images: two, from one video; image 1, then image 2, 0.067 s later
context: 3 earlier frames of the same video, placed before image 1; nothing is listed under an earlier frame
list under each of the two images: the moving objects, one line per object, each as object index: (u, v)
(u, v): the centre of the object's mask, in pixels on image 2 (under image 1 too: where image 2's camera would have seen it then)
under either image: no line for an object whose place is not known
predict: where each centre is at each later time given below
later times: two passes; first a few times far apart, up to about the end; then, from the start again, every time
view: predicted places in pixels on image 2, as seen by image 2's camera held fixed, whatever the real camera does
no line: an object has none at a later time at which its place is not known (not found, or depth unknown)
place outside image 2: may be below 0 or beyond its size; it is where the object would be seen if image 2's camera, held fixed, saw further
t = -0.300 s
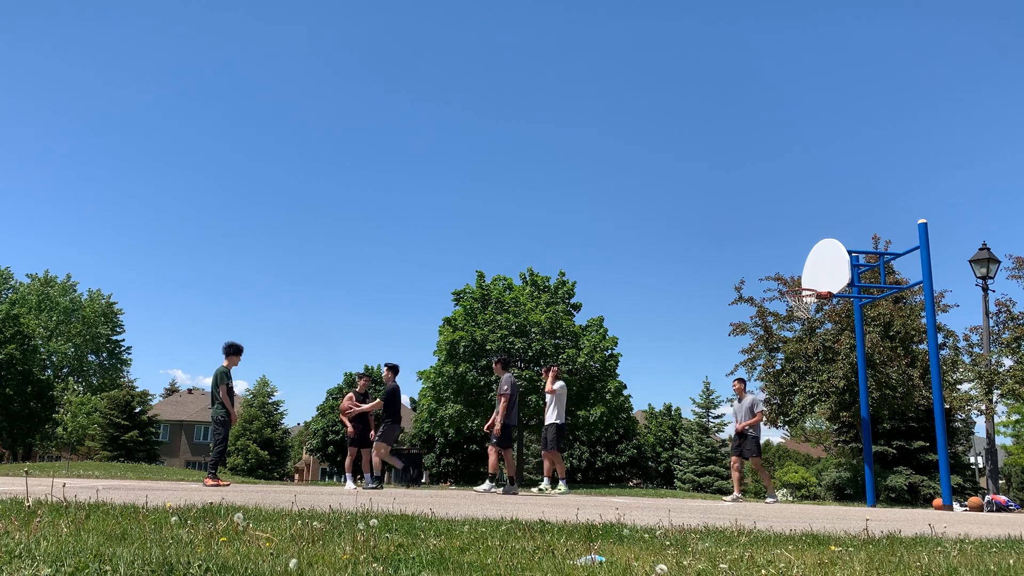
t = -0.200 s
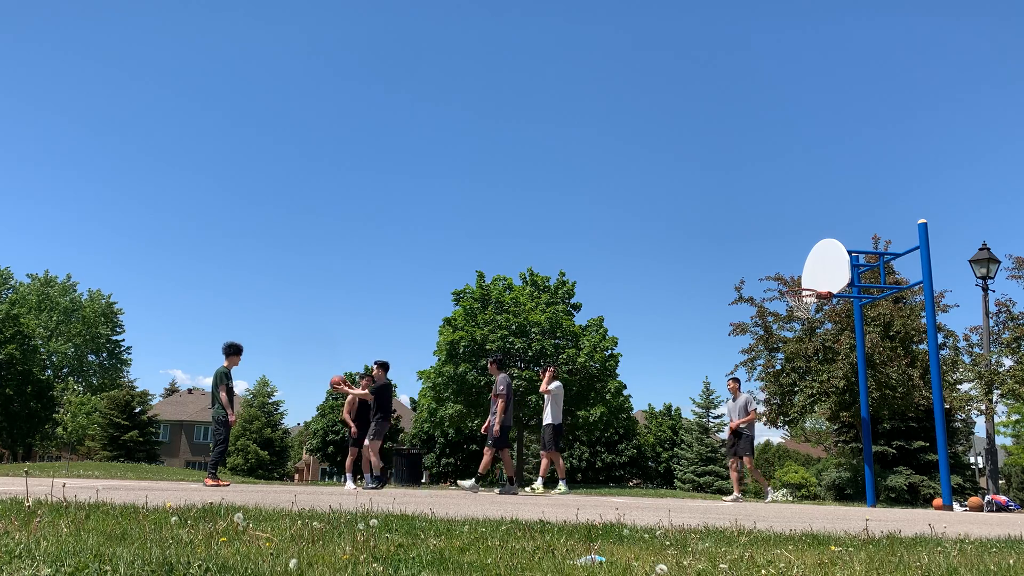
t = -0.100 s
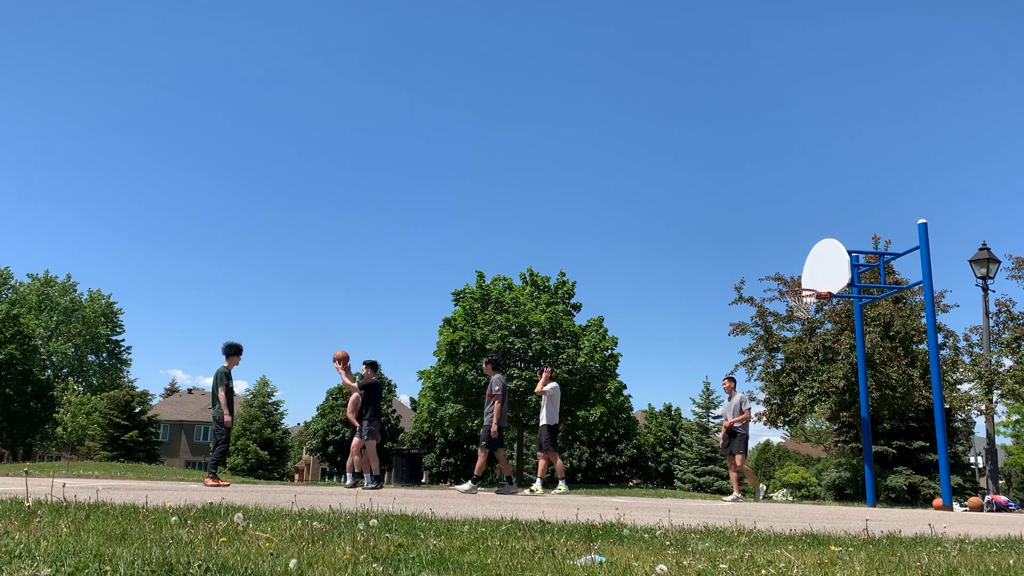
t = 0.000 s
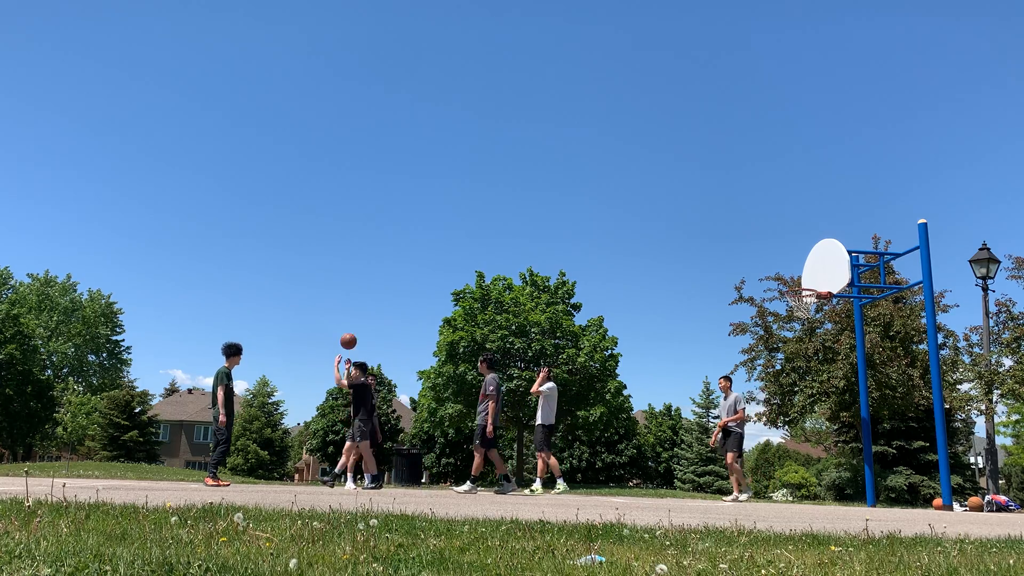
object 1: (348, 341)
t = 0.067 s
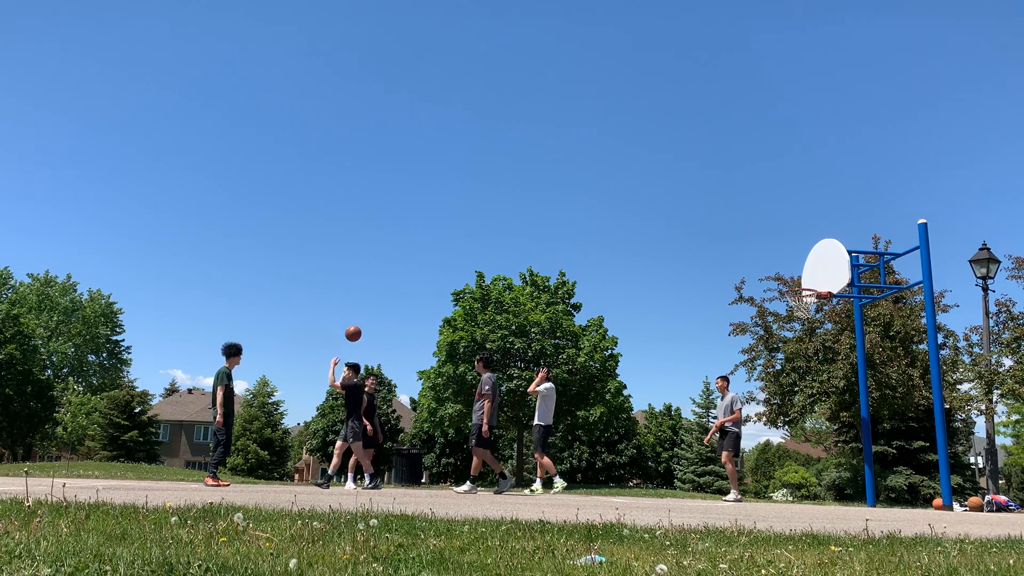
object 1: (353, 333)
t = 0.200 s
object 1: (361, 327)
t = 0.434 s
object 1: (374, 342)
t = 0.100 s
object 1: (355, 330)
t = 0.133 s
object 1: (357, 329)
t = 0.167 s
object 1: (360, 327)
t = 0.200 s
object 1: (361, 327)
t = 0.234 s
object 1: (364, 327)
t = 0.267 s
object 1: (365, 327)
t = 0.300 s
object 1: (367, 329)
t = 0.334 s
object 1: (369, 331)
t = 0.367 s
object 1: (371, 334)
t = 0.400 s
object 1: (373, 338)
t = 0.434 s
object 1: (374, 342)
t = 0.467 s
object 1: (376, 347)
